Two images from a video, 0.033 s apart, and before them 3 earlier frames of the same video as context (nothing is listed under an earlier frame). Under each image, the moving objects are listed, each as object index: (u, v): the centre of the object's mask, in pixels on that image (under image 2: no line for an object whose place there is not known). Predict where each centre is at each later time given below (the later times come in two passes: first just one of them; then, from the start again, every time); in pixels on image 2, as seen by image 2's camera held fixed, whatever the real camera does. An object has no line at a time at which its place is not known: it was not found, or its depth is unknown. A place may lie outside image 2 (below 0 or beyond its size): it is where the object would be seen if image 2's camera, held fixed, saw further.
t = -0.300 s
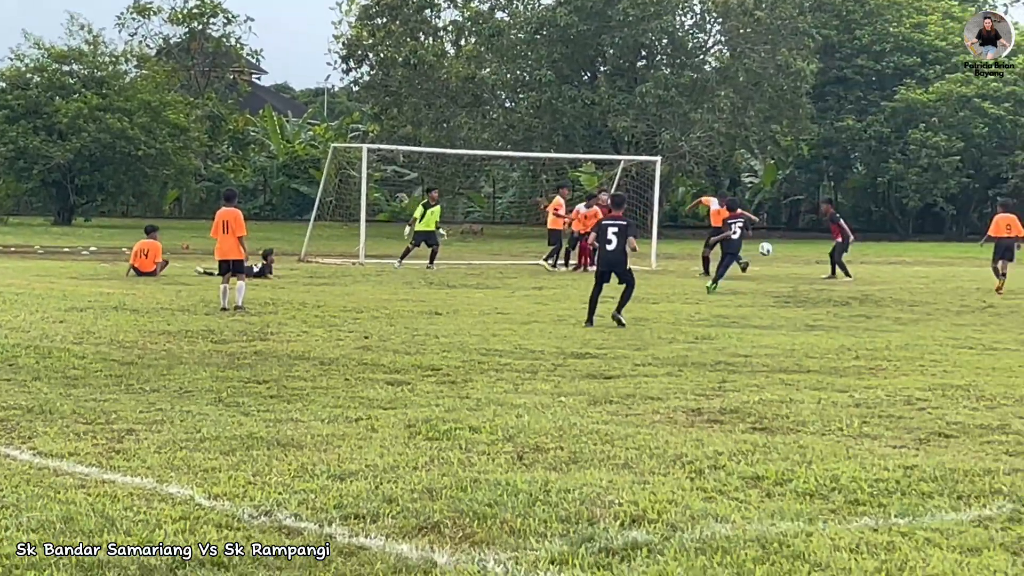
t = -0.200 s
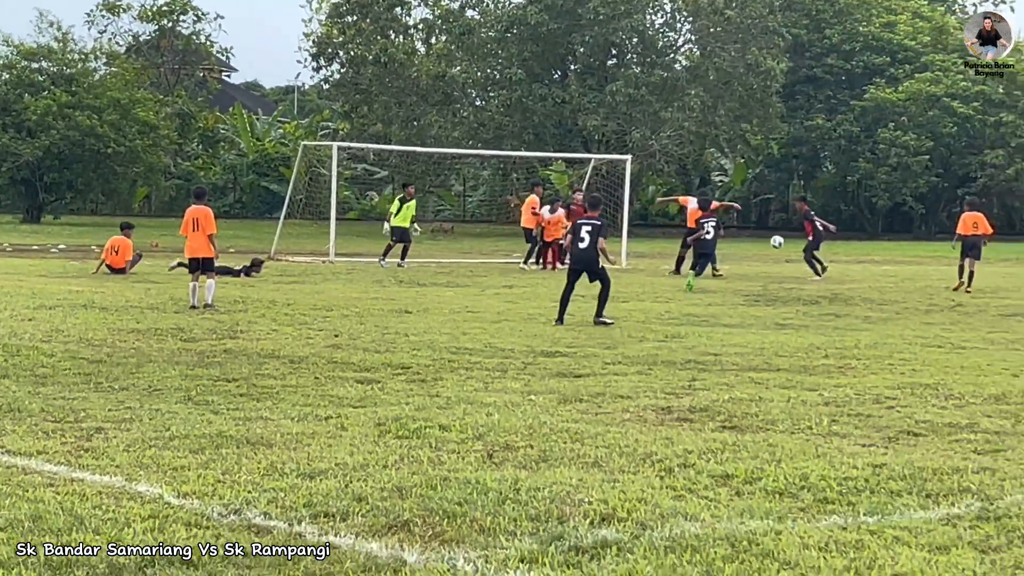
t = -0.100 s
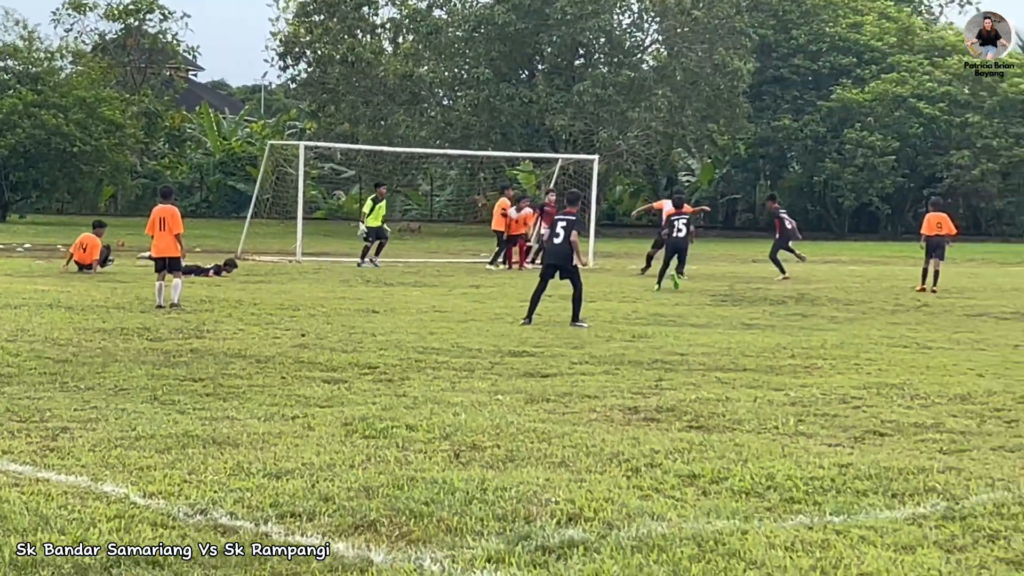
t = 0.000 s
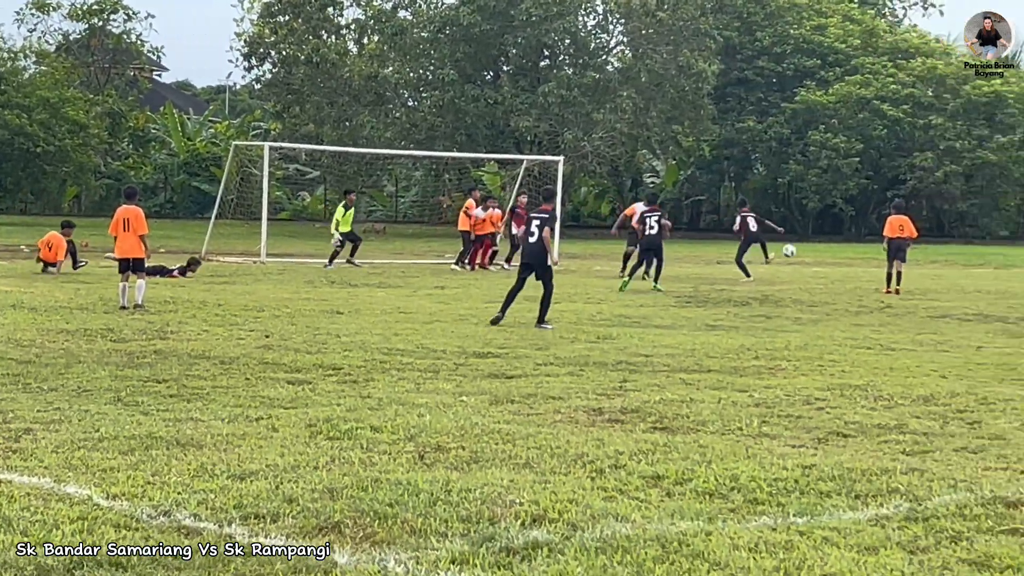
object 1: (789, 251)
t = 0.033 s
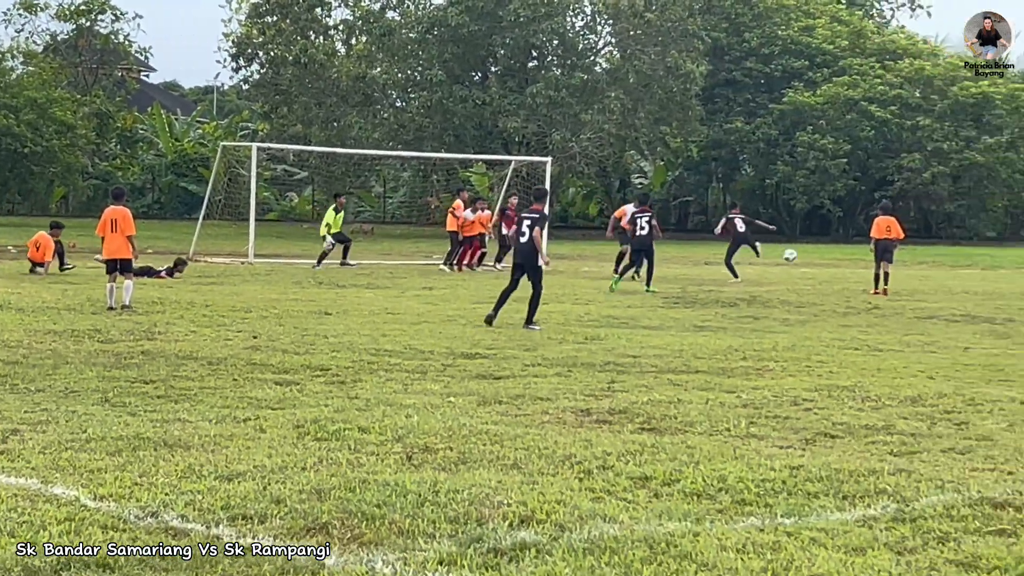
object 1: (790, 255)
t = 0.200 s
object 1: (854, 272)
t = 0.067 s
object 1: (803, 259)
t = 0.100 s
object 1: (817, 264)
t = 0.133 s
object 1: (830, 270)
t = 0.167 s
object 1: (843, 274)
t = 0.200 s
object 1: (854, 272)
